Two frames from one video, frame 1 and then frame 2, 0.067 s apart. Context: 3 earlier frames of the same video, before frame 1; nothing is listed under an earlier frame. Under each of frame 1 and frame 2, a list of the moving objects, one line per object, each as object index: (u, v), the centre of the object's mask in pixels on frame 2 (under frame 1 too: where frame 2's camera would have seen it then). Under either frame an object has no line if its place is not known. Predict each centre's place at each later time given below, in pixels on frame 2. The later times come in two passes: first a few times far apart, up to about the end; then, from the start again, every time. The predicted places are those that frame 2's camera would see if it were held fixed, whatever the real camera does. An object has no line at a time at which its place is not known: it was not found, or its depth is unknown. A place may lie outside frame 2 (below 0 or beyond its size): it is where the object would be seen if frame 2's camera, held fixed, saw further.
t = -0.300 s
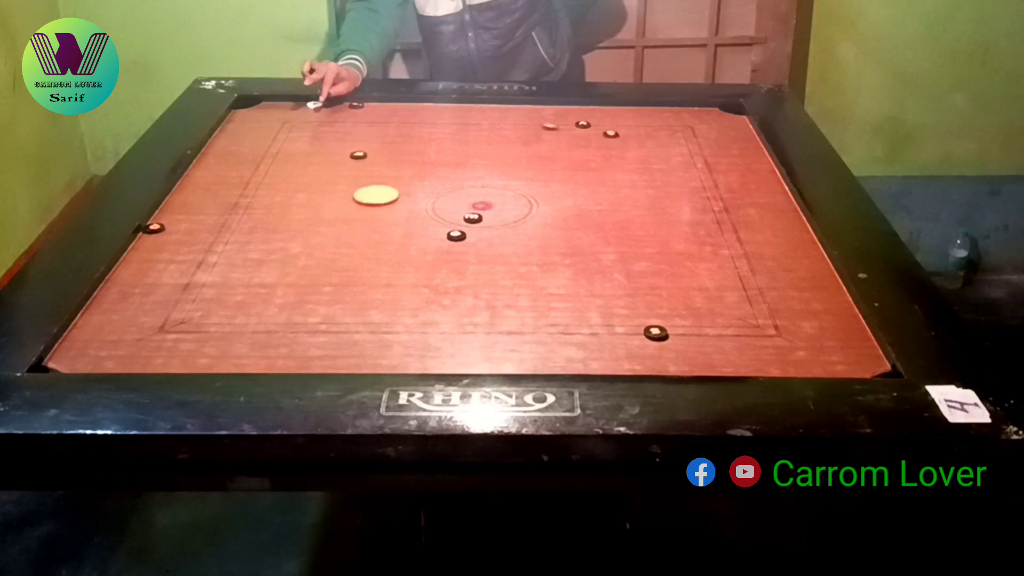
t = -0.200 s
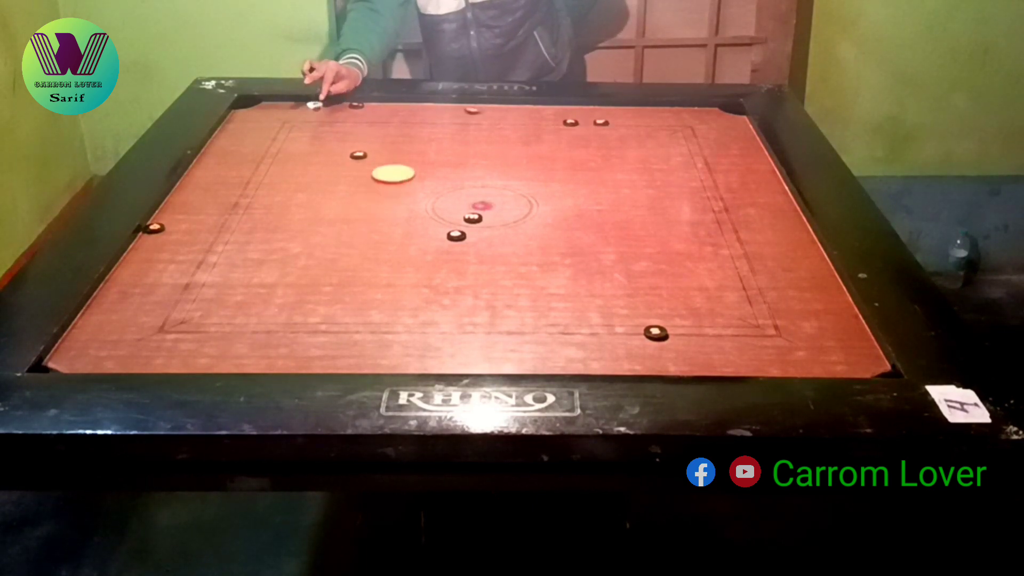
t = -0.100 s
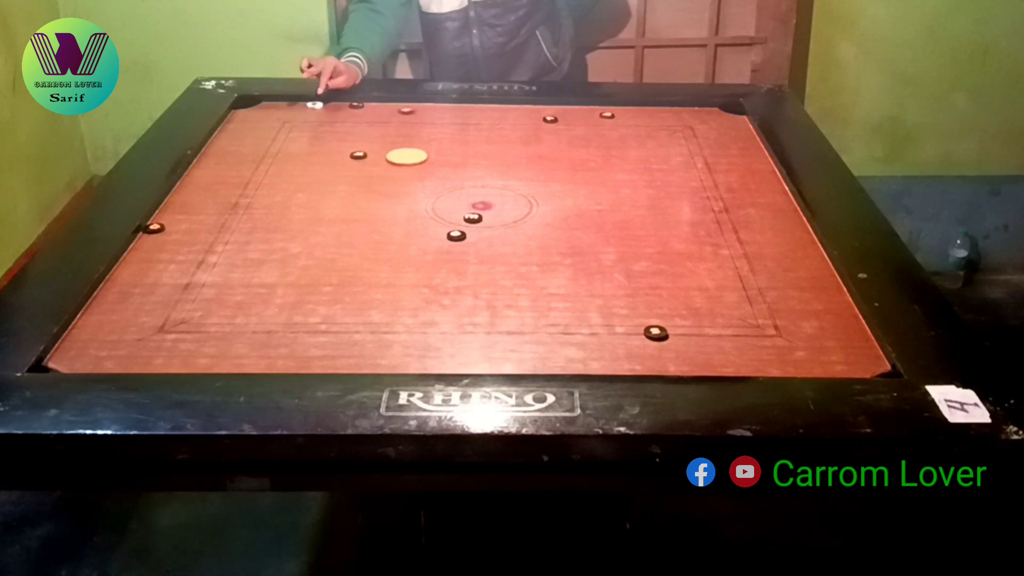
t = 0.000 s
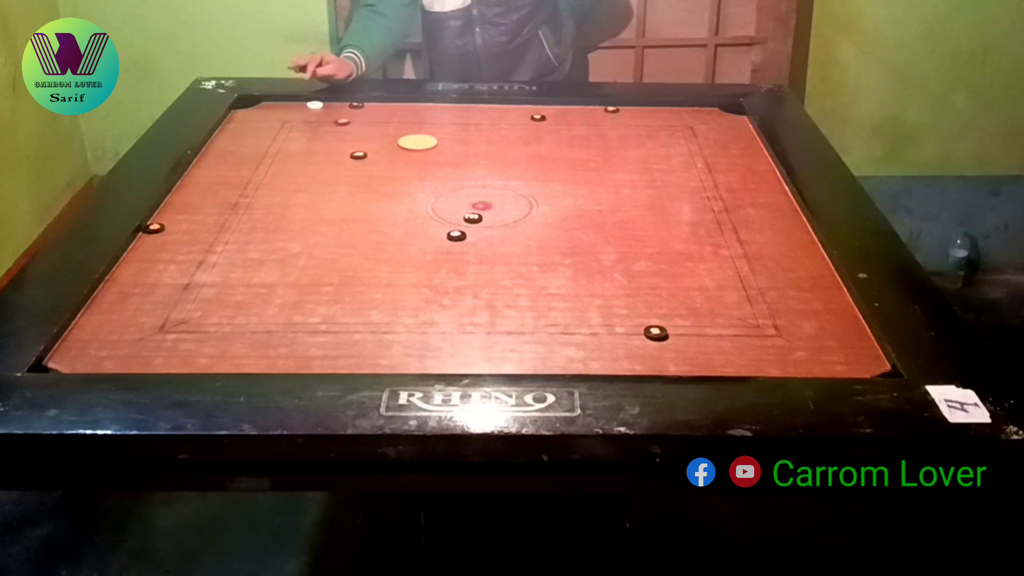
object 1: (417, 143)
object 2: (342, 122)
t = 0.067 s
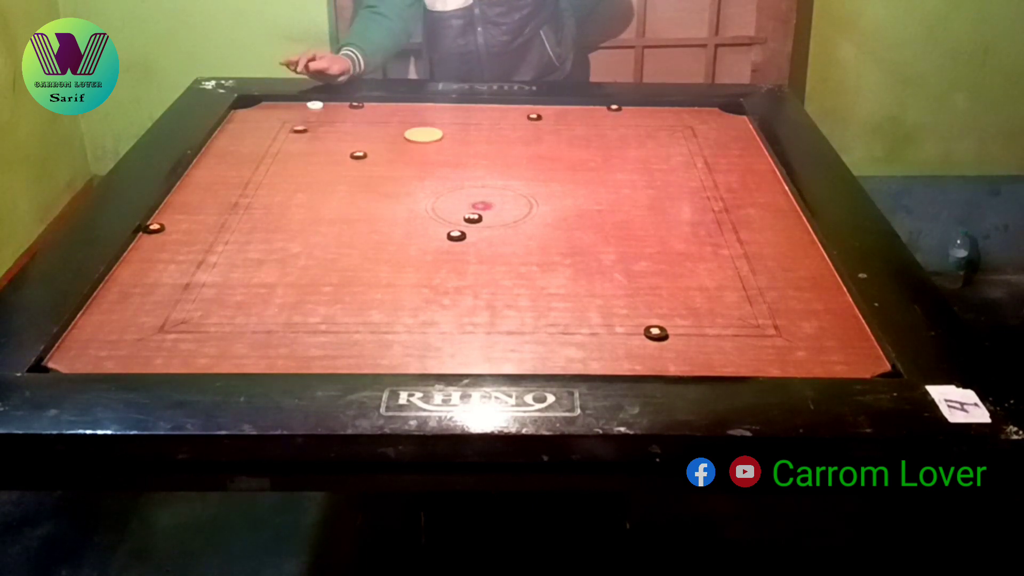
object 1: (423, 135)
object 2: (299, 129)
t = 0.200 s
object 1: (433, 123)
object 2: (214, 145)
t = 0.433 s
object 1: (442, 112)
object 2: (297, 179)
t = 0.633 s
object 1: (442, 111)
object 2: (352, 203)
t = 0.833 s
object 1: (442, 111)
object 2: (386, 219)
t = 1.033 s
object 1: (442, 111)
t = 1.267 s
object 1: (442, 111)
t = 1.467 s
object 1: (442, 111)
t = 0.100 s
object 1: (426, 131)
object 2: (278, 134)
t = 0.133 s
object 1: (428, 128)
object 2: (256, 137)
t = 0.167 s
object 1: (431, 125)
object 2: (234, 141)
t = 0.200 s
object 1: (433, 123)
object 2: (214, 145)
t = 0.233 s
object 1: (435, 121)
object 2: (226, 150)
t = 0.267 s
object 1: (437, 118)
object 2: (239, 155)
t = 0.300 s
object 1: (438, 116)
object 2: (251, 160)
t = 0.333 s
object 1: (440, 115)
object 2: (263, 164)
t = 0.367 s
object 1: (441, 113)
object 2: (274, 169)
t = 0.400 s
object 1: (442, 112)
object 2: (285, 174)
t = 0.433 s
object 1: (442, 112)
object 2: (297, 179)
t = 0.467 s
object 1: (442, 111)
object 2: (307, 183)
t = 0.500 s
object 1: (443, 111)
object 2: (317, 187)
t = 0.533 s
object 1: (442, 111)
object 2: (327, 192)
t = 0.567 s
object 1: (442, 111)
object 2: (336, 195)
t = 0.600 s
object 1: (442, 111)
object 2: (344, 199)
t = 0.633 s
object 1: (442, 111)
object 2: (352, 203)
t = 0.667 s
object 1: (442, 111)
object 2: (360, 206)
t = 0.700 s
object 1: (442, 111)
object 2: (366, 209)
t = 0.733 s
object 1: (442, 111)
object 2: (373, 212)
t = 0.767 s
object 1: (442, 111)
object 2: (378, 214)
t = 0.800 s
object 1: (442, 111)
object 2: (382, 217)
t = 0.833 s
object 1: (442, 111)
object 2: (386, 219)
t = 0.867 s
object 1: (442, 111)
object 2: (389, 220)
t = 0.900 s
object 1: (442, 111)
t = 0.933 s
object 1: (442, 111)
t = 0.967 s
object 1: (442, 111)
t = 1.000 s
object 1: (442, 111)
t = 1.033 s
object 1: (442, 111)
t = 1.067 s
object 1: (442, 111)
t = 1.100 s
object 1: (442, 111)
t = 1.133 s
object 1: (442, 111)
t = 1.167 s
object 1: (442, 111)
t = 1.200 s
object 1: (442, 111)
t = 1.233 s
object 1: (442, 111)
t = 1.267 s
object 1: (442, 111)
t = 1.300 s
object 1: (442, 111)
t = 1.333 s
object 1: (442, 111)
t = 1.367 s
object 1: (442, 111)
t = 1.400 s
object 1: (442, 111)
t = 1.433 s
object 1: (442, 111)
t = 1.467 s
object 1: (442, 111)
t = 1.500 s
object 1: (442, 111)
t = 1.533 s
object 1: (442, 111)
